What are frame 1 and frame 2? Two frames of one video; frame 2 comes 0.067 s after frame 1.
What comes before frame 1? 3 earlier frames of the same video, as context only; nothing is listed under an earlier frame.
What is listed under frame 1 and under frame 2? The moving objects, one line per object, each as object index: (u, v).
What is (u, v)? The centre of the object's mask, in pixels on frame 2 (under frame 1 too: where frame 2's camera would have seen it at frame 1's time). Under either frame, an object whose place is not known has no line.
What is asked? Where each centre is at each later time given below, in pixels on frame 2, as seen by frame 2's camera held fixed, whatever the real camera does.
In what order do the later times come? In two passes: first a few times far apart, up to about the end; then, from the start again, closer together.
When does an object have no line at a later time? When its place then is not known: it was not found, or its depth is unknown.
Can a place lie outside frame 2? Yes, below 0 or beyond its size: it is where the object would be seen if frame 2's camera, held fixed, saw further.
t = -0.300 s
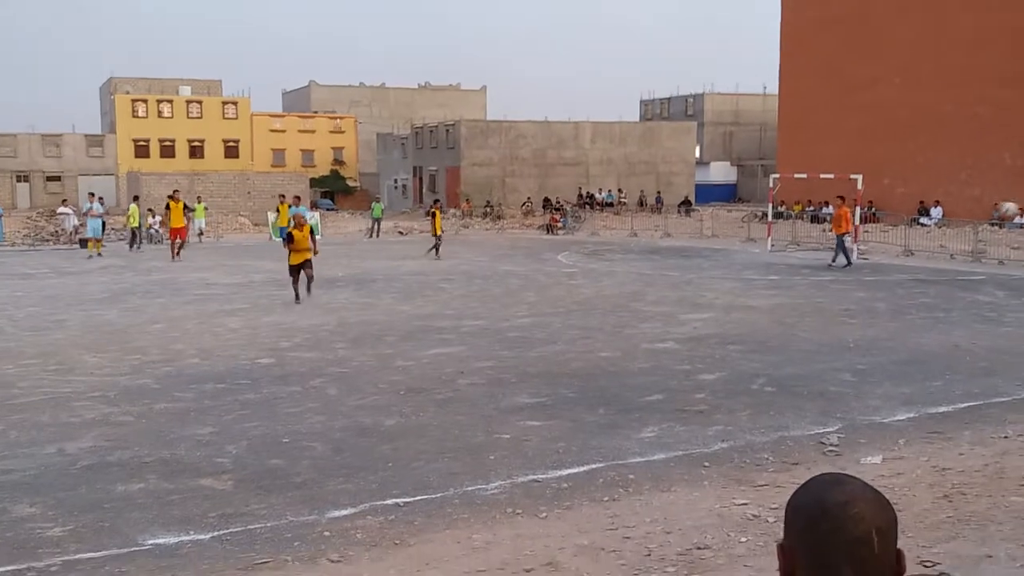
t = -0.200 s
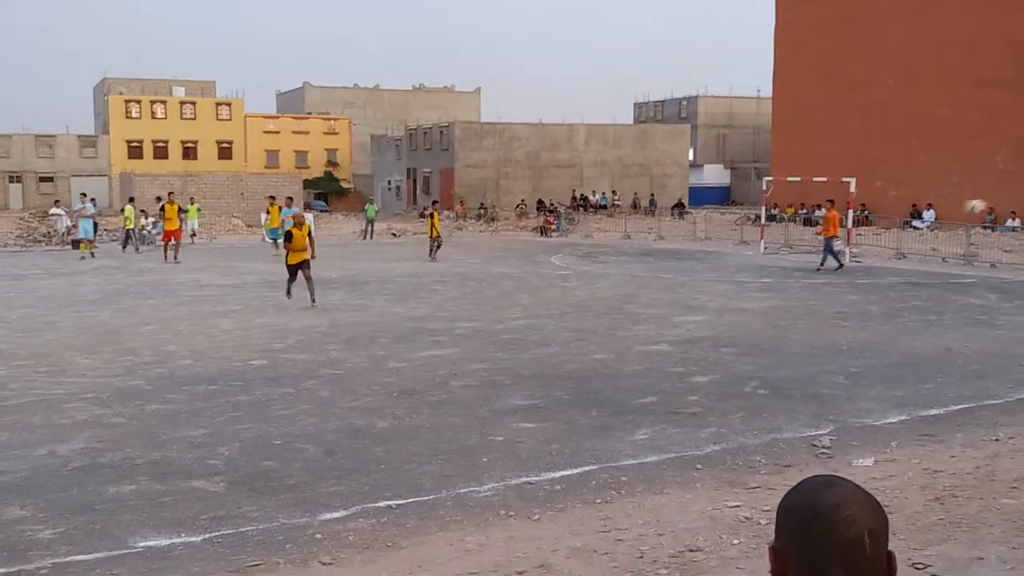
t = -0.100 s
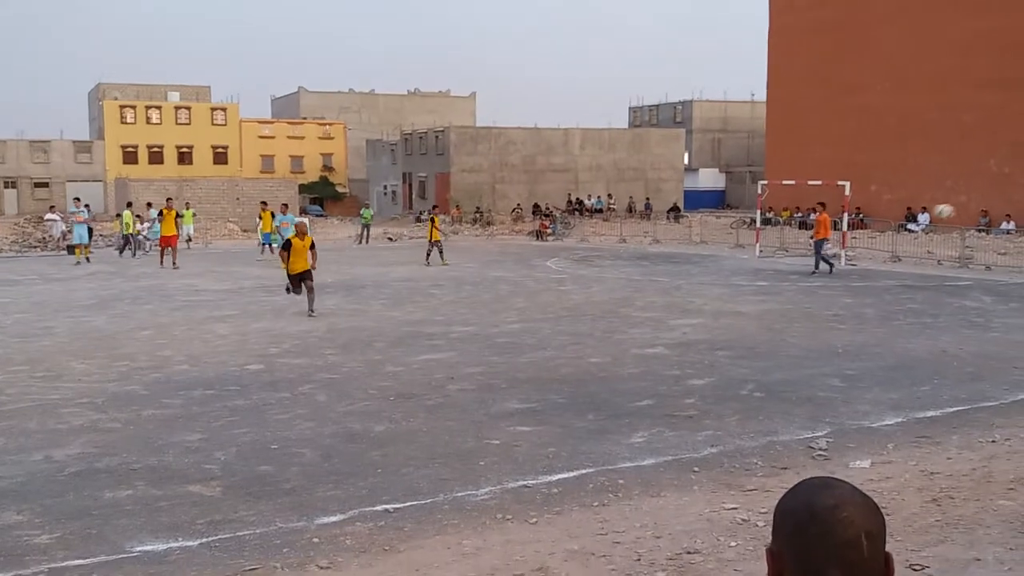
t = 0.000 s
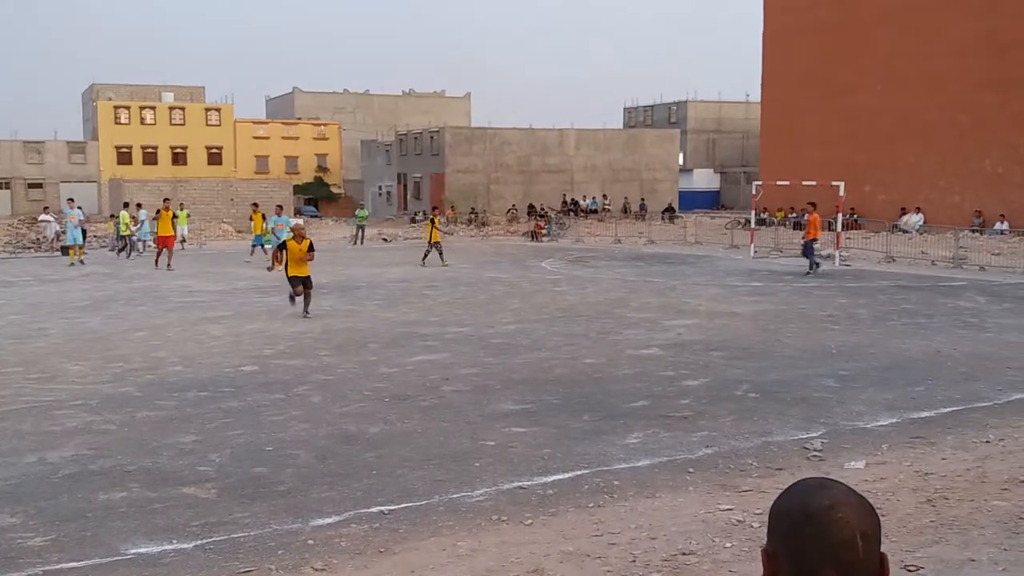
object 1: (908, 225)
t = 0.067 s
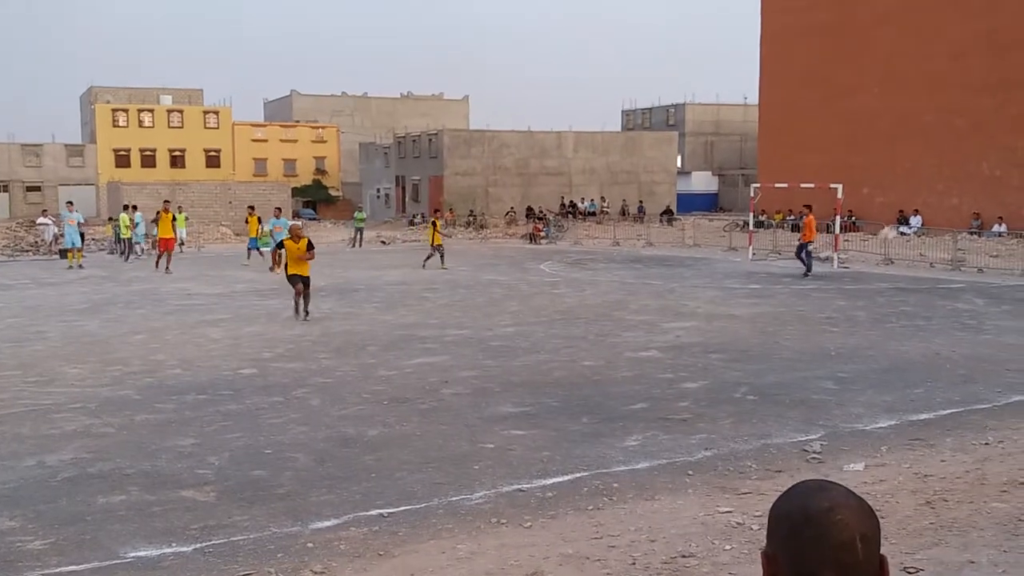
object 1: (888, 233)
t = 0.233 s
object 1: (838, 279)
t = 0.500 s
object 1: (755, 307)
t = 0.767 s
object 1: (670, 242)
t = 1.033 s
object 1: (573, 237)
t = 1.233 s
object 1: (498, 281)
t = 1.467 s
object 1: (398, 393)
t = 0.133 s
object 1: (868, 251)
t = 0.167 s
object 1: (858, 261)
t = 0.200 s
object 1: (849, 270)
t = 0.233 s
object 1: (838, 279)
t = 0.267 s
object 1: (827, 292)
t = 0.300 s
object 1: (815, 306)
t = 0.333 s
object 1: (804, 321)
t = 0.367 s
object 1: (794, 336)
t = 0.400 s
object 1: (783, 345)
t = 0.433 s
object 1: (774, 331)
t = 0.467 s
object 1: (765, 319)
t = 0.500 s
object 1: (755, 307)
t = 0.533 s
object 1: (744, 296)
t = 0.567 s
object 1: (735, 286)
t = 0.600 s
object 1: (724, 276)
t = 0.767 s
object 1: (670, 242)
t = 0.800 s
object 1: (658, 237)
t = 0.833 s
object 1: (647, 235)
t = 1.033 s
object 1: (573, 237)
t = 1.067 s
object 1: (562, 241)
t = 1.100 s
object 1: (551, 246)
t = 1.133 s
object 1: (539, 254)
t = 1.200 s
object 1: (510, 269)
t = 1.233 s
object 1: (498, 281)
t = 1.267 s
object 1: (483, 292)
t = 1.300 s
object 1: (470, 304)
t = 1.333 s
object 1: (457, 318)
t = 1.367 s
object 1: (442, 335)
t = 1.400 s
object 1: (427, 352)
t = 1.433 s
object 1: (413, 371)
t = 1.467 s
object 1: (398, 393)
